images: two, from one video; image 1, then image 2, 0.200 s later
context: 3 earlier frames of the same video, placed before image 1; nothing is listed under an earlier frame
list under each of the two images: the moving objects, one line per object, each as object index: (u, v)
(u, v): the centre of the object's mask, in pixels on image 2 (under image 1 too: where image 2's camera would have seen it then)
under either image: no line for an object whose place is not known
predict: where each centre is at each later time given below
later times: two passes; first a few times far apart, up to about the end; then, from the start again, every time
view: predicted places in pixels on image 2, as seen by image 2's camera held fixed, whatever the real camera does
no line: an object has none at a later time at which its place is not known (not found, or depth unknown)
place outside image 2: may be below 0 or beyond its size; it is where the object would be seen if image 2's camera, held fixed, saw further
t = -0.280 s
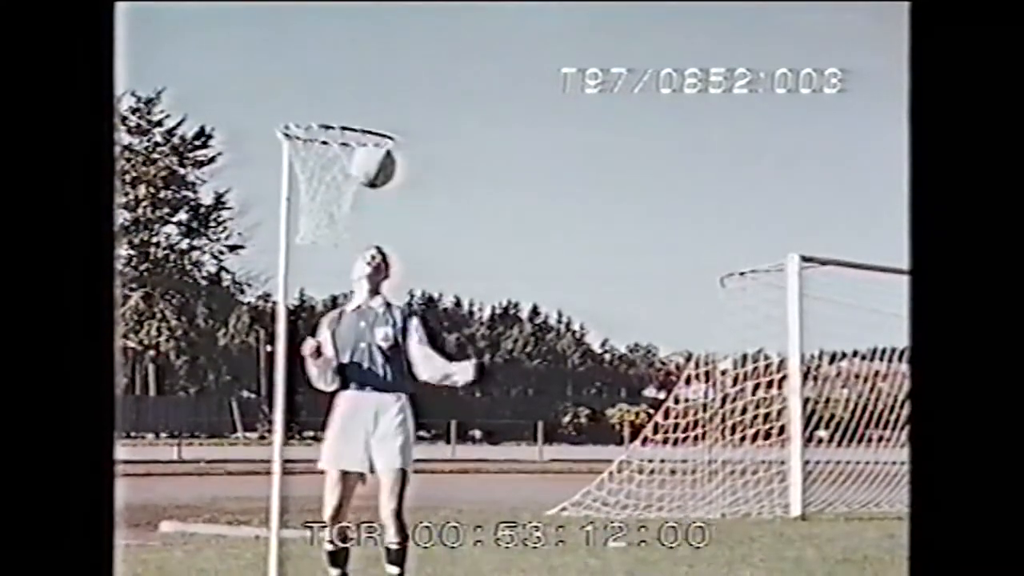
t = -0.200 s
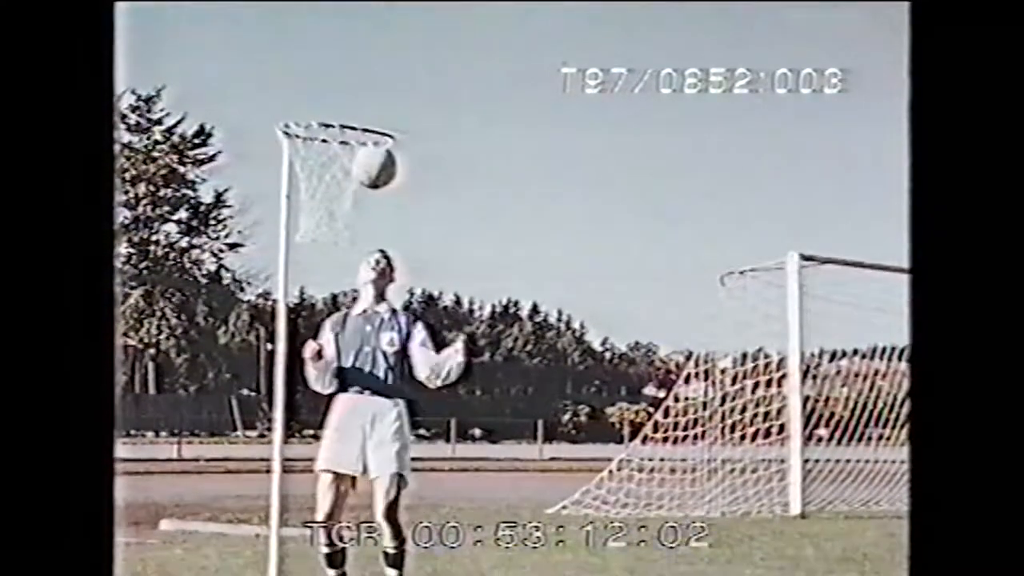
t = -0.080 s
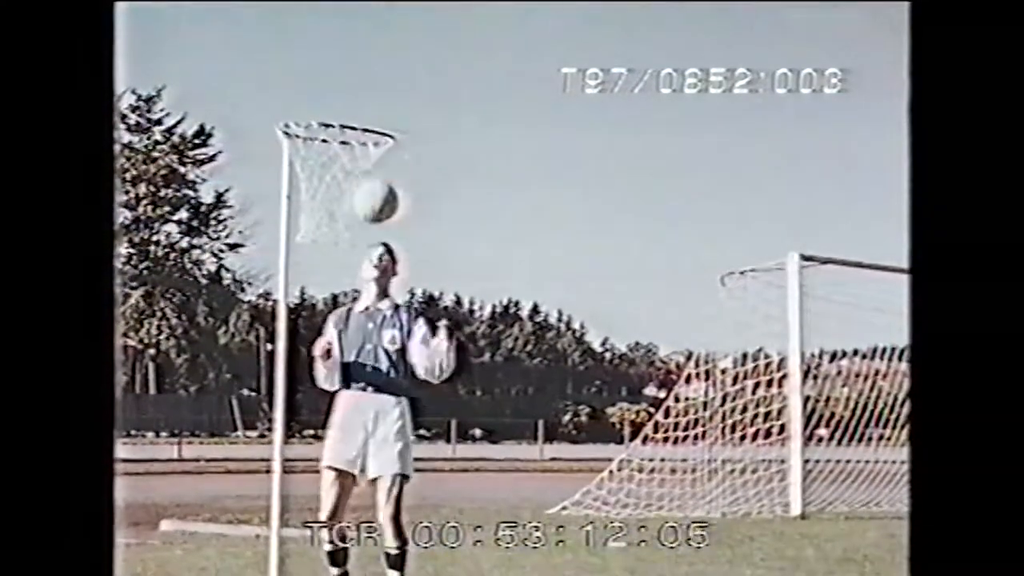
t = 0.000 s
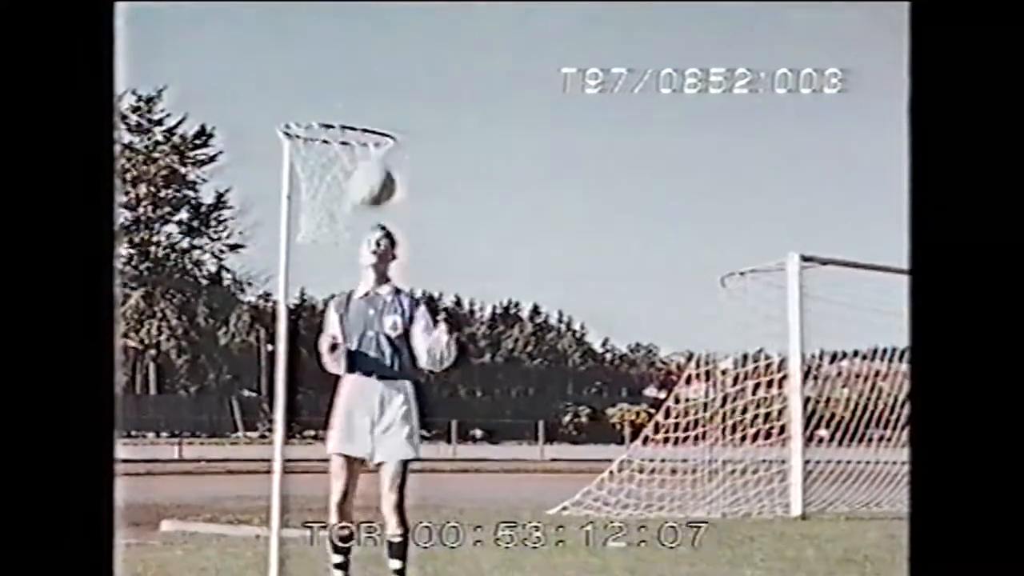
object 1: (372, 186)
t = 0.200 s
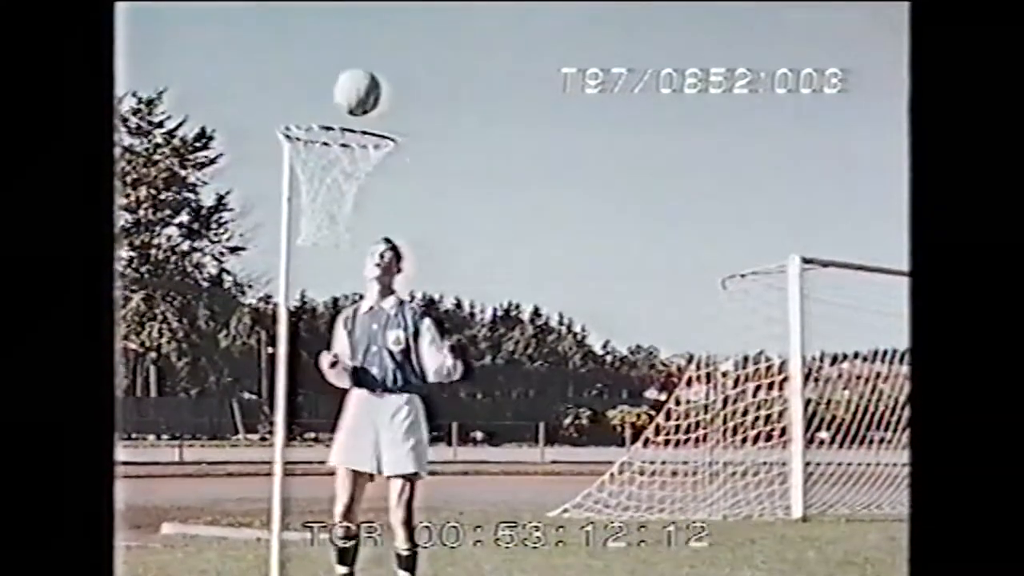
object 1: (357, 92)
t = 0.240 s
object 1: (353, 86)
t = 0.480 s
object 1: (331, 137)
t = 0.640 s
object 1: (329, 226)
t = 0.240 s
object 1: (353, 86)
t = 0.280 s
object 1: (350, 84)
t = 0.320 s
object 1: (347, 86)
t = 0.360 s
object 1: (343, 93)
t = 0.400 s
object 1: (339, 103)
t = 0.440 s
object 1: (335, 112)
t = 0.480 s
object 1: (331, 137)
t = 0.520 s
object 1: (327, 165)
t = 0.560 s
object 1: (323, 191)
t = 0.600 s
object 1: (329, 214)
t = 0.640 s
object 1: (329, 226)
